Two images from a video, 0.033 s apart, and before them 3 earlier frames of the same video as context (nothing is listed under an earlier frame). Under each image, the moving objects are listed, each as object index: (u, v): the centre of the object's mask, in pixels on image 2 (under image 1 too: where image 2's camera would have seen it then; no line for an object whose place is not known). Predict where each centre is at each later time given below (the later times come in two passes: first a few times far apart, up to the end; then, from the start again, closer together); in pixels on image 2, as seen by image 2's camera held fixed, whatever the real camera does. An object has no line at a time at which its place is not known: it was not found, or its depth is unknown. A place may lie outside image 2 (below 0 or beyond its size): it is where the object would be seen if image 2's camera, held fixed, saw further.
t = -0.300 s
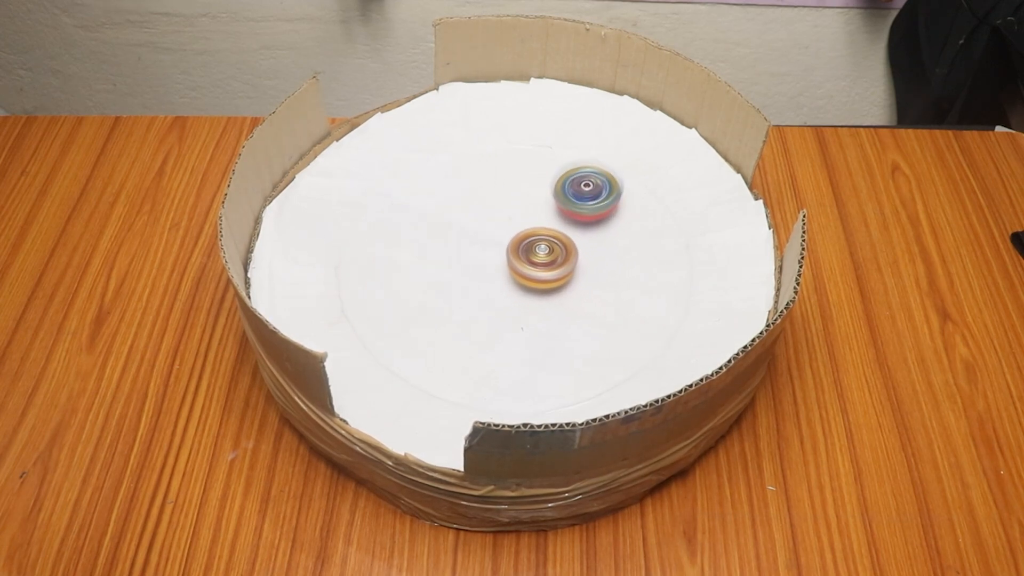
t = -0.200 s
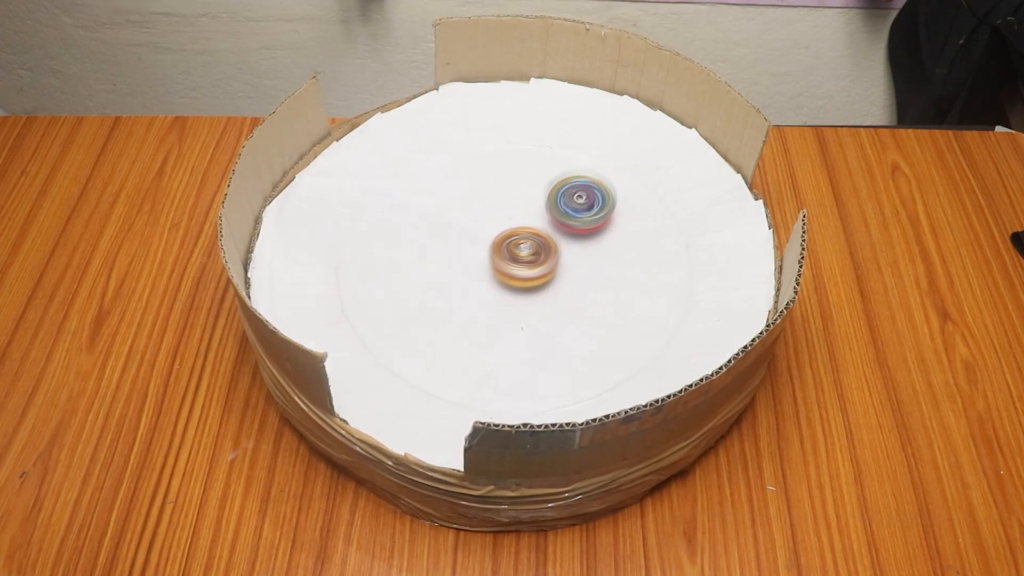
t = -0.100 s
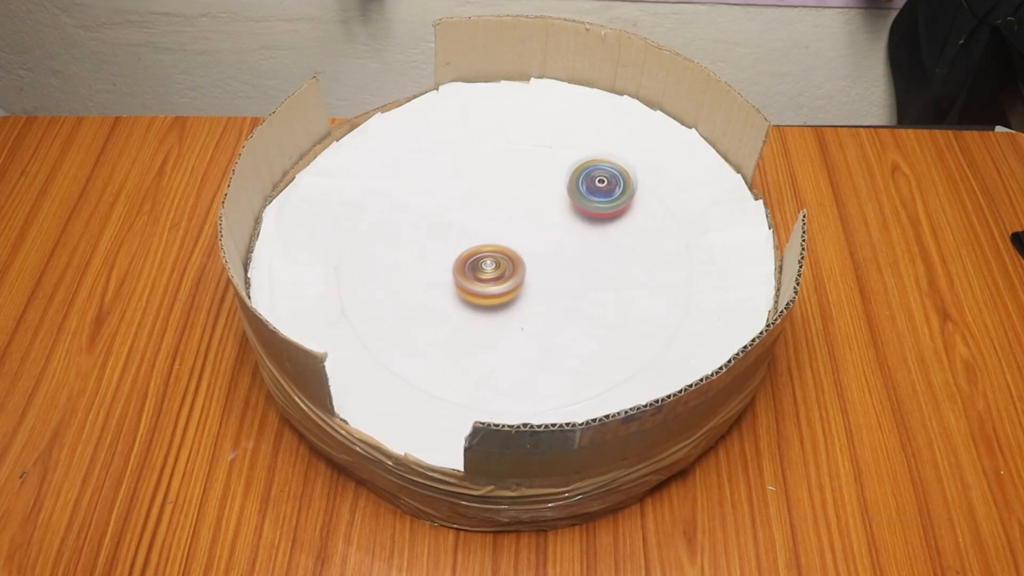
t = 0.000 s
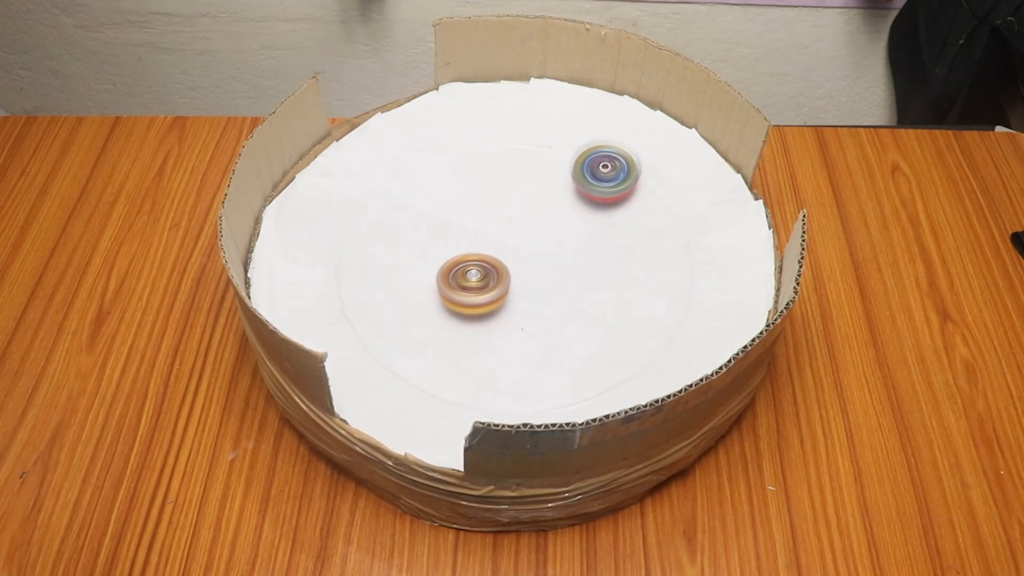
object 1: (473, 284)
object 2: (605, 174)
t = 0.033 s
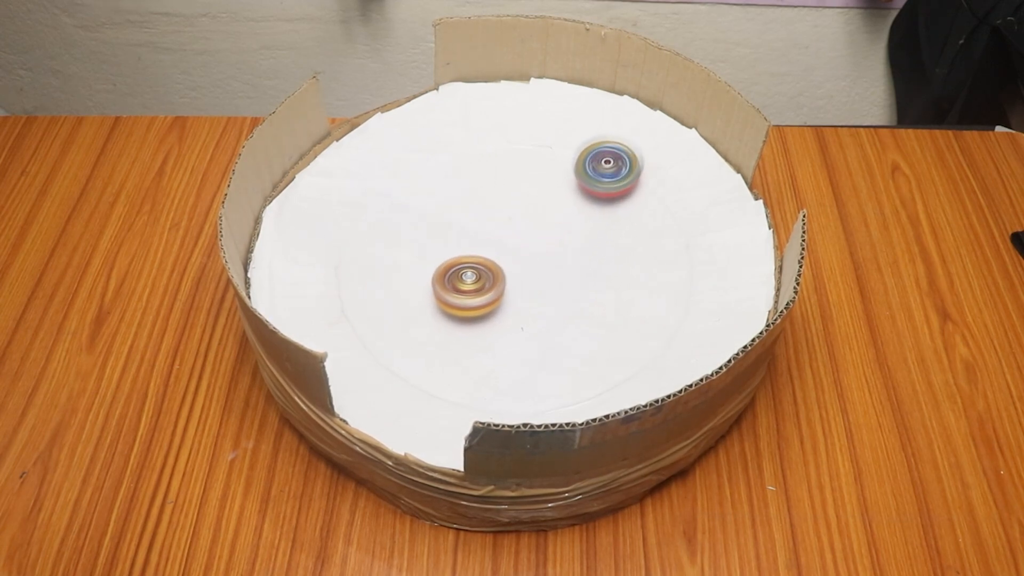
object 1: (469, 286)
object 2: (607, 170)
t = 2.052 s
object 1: (569, 226)
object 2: (550, 308)
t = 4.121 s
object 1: (532, 325)
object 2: (494, 241)
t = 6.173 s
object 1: (559, 237)
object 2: (471, 214)
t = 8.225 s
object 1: (551, 238)
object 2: (488, 197)
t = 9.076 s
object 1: (524, 229)
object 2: (454, 216)
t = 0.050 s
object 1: (466, 286)
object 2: (608, 167)
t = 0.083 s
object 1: (460, 288)
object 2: (610, 162)
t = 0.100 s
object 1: (458, 288)
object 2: (609, 159)
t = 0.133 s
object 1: (453, 288)
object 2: (604, 157)
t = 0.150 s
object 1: (452, 288)
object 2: (602, 155)
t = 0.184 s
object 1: (453, 288)
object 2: (595, 156)
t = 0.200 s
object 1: (453, 287)
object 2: (592, 157)
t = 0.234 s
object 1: (452, 286)
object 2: (586, 161)
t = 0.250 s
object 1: (451, 285)
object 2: (584, 164)
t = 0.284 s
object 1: (447, 283)
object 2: (580, 170)
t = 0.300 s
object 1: (445, 283)
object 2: (579, 173)
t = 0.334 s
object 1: (441, 281)
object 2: (578, 179)
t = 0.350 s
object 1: (439, 280)
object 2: (577, 182)
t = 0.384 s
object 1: (436, 278)
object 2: (573, 189)
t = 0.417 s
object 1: (431, 276)
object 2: (570, 195)
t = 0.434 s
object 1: (428, 274)
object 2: (569, 198)
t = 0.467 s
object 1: (423, 272)
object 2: (567, 203)
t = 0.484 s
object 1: (421, 271)
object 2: (568, 205)
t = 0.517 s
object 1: (418, 270)
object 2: (569, 209)
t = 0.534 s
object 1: (416, 269)
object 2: (569, 212)
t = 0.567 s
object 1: (413, 269)
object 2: (570, 218)
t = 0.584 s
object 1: (412, 269)
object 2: (570, 222)
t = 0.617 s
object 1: (410, 271)
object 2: (569, 230)
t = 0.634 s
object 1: (409, 272)
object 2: (570, 234)
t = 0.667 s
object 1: (407, 273)
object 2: (570, 241)
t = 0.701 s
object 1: (404, 274)
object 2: (572, 247)
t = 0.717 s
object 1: (404, 276)
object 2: (573, 249)
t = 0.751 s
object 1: (402, 278)
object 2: (575, 255)
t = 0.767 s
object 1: (402, 279)
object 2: (576, 257)
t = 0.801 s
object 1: (402, 281)
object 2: (577, 262)
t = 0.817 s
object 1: (402, 282)
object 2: (577, 262)
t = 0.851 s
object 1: (404, 285)
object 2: (577, 261)
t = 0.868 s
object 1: (405, 286)
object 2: (576, 260)
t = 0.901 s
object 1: (410, 289)
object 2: (574, 260)
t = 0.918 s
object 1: (412, 289)
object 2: (572, 261)
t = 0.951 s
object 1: (417, 288)
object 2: (568, 263)
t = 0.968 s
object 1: (420, 287)
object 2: (565, 265)
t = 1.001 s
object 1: (426, 283)
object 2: (559, 270)
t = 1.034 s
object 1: (430, 279)
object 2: (554, 275)
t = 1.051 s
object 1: (432, 277)
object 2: (551, 278)
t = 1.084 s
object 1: (435, 272)
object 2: (548, 284)
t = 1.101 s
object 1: (437, 270)
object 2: (548, 286)
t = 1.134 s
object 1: (443, 267)
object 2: (547, 292)
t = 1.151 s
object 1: (446, 266)
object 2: (546, 295)
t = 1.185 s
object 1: (453, 263)
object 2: (544, 302)
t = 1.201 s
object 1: (455, 261)
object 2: (543, 305)
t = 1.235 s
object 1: (457, 258)
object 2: (540, 309)
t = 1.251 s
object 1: (458, 257)
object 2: (539, 312)
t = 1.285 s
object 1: (460, 254)
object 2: (537, 318)
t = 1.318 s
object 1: (465, 251)
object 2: (534, 324)
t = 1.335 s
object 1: (469, 251)
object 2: (533, 327)
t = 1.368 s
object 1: (476, 249)
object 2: (532, 332)
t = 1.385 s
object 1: (480, 248)
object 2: (530, 334)
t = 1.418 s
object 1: (488, 247)
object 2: (530, 337)
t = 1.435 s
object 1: (491, 246)
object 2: (531, 338)
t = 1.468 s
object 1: (496, 243)
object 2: (534, 337)
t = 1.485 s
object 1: (498, 242)
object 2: (535, 335)
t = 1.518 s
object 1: (502, 240)
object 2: (537, 329)
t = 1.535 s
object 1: (503, 239)
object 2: (538, 326)
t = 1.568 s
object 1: (507, 239)
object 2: (537, 321)
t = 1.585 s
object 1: (508, 239)
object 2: (536, 320)
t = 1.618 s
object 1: (512, 239)
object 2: (534, 321)
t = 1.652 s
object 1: (518, 239)
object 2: (532, 323)
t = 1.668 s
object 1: (522, 239)
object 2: (529, 325)
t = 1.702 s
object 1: (531, 239)
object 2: (527, 326)
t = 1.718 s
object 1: (535, 238)
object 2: (526, 327)
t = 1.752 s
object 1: (543, 236)
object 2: (525, 327)
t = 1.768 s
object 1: (547, 235)
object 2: (524, 327)
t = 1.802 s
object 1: (552, 232)
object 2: (525, 326)
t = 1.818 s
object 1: (553, 231)
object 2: (526, 325)
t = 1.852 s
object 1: (555, 232)
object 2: (529, 325)
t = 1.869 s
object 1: (556, 232)
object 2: (530, 325)
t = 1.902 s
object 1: (557, 231)
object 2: (532, 327)
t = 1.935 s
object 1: (558, 229)
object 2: (536, 327)
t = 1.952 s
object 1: (559, 228)
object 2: (538, 326)
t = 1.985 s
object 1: (561, 227)
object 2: (543, 322)
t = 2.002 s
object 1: (563, 227)
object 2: (545, 318)
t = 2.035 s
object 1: (567, 226)
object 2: (549, 311)
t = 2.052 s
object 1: (569, 226)
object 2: (550, 308)
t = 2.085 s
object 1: (575, 227)
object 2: (554, 301)
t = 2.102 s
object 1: (578, 228)
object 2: (555, 299)
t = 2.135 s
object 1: (583, 227)
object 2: (558, 292)
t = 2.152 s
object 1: (585, 225)
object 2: (561, 288)
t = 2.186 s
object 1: (589, 222)
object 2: (565, 283)
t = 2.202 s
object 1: (591, 220)
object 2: (566, 281)
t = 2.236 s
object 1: (595, 215)
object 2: (570, 274)
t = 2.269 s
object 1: (599, 210)
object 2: (572, 267)
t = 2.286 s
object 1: (601, 207)
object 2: (573, 263)
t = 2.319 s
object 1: (601, 201)
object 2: (574, 256)
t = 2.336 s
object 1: (600, 199)
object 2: (574, 253)
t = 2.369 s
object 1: (599, 193)
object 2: (577, 247)
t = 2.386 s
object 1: (599, 191)
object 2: (577, 244)
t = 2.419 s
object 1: (601, 183)
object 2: (569, 248)
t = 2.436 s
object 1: (603, 177)
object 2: (564, 250)
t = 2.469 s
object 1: (606, 170)
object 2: (555, 254)
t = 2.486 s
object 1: (607, 167)
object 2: (551, 256)
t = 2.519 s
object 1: (607, 162)
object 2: (545, 259)
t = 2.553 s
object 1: (606, 160)
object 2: (539, 264)
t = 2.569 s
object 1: (605, 159)
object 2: (536, 266)
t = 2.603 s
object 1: (602, 158)
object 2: (531, 270)
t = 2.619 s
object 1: (600, 158)
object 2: (528, 273)
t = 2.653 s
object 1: (598, 160)
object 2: (525, 277)
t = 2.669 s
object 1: (597, 161)
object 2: (523, 278)
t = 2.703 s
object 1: (597, 164)
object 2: (516, 280)
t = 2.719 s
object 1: (596, 165)
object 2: (513, 281)
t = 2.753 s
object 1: (596, 168)
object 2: (506, 283)
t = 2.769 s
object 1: (596, 169)
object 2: (503, 284)
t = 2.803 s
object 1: (597, 172)
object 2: (498, 288)
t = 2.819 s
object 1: (599, 173)
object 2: (495, 291)
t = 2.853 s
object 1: (600, 177)
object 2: (490, 294)
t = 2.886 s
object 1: (600, 180)
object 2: (483, 296)
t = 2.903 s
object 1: (599, 181)
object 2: (478, 297)
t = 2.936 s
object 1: (597, 184)
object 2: (475, 298)
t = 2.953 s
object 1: (597, 186)
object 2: (475, 297)
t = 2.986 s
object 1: (593, 190)
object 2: (474, 297)
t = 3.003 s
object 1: (592, 192)
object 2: (474, 296)
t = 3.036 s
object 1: (590, 197)
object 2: (472, 293)
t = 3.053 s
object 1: (590, 201)
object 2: (469, 292)
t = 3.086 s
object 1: (589, 206)
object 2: (464, 292)
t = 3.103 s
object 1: (590, 208)
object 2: (461, 291)
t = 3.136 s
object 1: (591, 212)
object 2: (456, 289)
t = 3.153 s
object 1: (592, 213)
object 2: (453, 291)
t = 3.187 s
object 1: (594, 213)
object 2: (449, 289)
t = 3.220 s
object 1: (596, 212)
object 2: (446, 286)
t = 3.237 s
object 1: (597, 211)
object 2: (443, 284)
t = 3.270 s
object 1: (596, 207)
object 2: (438, 280)
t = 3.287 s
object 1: (595, 205)
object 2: (437, 279)
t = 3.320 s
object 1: (591, 203)
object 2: (432, 275)
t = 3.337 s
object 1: (588, 203)
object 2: (429, 273)
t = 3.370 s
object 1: (584, 205)
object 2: (426, 270)
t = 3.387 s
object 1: (582, 207)
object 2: (425, 269)
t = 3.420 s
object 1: (579, 214)
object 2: (426, 266)
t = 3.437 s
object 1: (578, 216)
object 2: (426, 264)
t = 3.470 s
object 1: (574, 223)
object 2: (425, 261)
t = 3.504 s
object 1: (569, 230)
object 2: (424, 258)
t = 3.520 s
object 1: (567, 233)
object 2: (422, 258)
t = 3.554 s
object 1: (563, 240)
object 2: (420, 258)
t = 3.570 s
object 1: (561, 243)
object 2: (420, 259)
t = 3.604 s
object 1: (560, 247)
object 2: (421, 257)
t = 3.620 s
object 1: (560, 250)
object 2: (421, 257)
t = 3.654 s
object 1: (558, 255)
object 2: (424, 258)
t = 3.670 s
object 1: (557, 258)
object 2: (425, 258)
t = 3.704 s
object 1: (554, 263)
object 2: (427, 258)
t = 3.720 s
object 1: (552, 265)
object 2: (429, 258)
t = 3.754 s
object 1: (546, 269)
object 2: (432, 257)
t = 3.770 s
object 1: (544, 271)
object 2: (435, 256)
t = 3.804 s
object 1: (542, 275)
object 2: (438, 254)
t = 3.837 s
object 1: (541, 280)
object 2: (443, 253)
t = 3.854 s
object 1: (542, 282)
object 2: (444, 251)
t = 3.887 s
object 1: (542, 288)
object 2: (448, 248)
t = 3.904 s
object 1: (542, 291)
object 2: (451, 247)
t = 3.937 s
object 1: (541, 295)
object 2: (458, 246)
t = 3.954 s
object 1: (541, 297)
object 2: (462, 245)
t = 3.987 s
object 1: (540, 303)
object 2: (469, 245)
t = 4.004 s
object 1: (539, 306)
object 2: (474, 245)
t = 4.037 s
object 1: (537, 311)
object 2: (481, 244)
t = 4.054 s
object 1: (536, 314)
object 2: (484, 244)
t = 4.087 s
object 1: (534, 319)
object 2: (489, 243)
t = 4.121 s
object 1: (532, 325)
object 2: (494, 241)
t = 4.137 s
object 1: (531, 327)
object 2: (497, 241)
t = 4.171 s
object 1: (529, 332)
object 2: (503, 240)
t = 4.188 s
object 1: (529, 334)
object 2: (505, 241)
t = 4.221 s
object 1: (528, 337)
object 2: (512, 240)
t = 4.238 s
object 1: (529, 338)
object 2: (515, 241)
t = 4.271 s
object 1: (530, 339)
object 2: (524, 242)
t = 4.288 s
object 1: (531, 339)
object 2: (528, 242)
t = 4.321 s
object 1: (531, 338)
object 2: (536, 242)
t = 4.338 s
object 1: (531, 338)
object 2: (539, 242)
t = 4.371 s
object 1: (533, 336)
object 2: (547, 241)
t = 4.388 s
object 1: (534, 335)
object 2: (550, 241)
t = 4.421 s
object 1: (535, 331)
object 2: (558, 240)
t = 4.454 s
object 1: (534, 328)
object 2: (565, 240)
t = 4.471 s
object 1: (534, 327)
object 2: (568, 241)
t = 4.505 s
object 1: (535, 326)
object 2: (574, 240)
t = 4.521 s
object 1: (534, 327)
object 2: (576, 238)
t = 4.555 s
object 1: (533, 328)
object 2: (581, 236)
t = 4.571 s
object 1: (532, 329)
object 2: (582, 235)
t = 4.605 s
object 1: (529, 330)
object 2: (585, 231)
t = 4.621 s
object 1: (528, 331)
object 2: (587, 229)
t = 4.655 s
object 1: (524, 333)
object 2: (590, 225)
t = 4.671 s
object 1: (523, 334)
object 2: (591, 222)
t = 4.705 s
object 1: (521, 335)
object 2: (593, 218)
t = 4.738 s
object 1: (521, 335)
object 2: (595, 214)
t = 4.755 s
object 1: (522, 335)
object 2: (595, 212)
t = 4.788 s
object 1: (522, 334)
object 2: (594, 208)
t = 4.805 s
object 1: (521, 334)
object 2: (593, 206)
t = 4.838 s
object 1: (520, 334)
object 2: (590, 205)
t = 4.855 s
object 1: (520, 334)
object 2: (588, 203)
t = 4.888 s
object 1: (520, 332)
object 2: (584, 207)
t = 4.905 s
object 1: (520, 331)
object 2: (582, 208)
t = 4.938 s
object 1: (520, 328)
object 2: (577, 211)
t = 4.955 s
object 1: (520, 327)
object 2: (574, 213)
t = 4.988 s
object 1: (522, 326)
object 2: (570, 216)
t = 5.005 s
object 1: (522, 326)
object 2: (567, 217)
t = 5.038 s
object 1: (524, 326)
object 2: (562, 219)
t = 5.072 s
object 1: (526, 326)
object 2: (558, 222)
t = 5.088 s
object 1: (528, 325)
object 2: (555, 223)
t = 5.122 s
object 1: (532, 325)
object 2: (550, 226)
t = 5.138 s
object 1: (535, 325)
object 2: (549, 228)
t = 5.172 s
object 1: (539, 326)
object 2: (543, 229)
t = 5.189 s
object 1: (542, 325)
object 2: (540, 230)
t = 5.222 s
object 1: (547, 321)
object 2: (535, 233)
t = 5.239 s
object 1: (550, 318)
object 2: (533, 234)
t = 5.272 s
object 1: (555, 311)
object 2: (531, 236)
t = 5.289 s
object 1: (557, 307)
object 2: (529, 238)
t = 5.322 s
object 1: (562, 301)
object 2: (528, 240)
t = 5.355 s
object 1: (565, 294)
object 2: (524, 243)
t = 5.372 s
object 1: (567, 291)
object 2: (521, 243)
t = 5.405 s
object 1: (576, 289)
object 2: (516, 242)
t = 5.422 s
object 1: (579, 287)
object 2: (513, 242)
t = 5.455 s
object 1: (583, 282)
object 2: (507, 240)
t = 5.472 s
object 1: (584, 280)
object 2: (504, 239)
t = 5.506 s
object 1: (587, 275)
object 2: (498, 239)
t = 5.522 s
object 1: (588, 272)
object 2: (496, 238)
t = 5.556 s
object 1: (589, 266)
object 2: (492, 236)
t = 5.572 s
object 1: (589, 263)
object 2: (489, 236)
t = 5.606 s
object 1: (591, 257)
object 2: (484, 234)
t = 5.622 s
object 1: (591, 254)
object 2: (482, 233)
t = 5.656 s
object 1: (591, 248)
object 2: (476, 233)
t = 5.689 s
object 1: (589, 241)
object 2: (472, 230)
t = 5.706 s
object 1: (588, 238)
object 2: (470, 229)
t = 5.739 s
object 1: (586, 232)
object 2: (467, 227)
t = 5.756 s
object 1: (585, 230)
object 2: (465, 224)
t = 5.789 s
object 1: (584, 225)
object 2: (461, 223)
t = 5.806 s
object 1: (583, 223)
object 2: (460, 222)
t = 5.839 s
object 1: (581, 220)
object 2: (458, 219)
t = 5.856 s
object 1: (581, 219)
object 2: (457, 217)
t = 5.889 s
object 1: (579, 219)
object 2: (456, 216)
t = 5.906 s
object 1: (578, 219)
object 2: (456, 214)
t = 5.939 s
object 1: (575, 222)
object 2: (455, 213)
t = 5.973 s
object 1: (572, 224)
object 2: (456, 213)
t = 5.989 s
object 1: (571, 226)
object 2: (455, 214)
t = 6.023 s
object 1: (569, 229)
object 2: (456, 214)
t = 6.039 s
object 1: (568, 231)
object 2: (457, 214)
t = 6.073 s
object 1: (566, 233)
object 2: (458, 214)
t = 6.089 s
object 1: (564, 234)
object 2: (460, 214)
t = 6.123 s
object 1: (562, 235)
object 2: (463, 215)
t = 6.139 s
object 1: (560, 235)
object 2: (466, 214)
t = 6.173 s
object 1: (559, 237)
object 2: (471, 214)
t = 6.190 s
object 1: (558, 238)
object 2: (475, 214)
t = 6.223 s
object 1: (559, 240)
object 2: (481, 214)
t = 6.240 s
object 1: (559, 241)
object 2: (483, 213)
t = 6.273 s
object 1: (561, 245)
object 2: (483, 212)
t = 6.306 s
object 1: (565, 247)
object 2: (480, 211)
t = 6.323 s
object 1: (568, 248)
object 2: (479, 210)
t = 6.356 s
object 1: (572, 248)
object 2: (479, 207)
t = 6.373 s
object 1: (574, 248)
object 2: (479, 207)
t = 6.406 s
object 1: (576, 246)
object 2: (479, 206)
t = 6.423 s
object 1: (576, 245)
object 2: (478, 206)
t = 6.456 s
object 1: (576, 243)
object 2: (477, 206)
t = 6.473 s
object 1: (577, 242)
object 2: (476, 207)
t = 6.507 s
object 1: (576, 239)
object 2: (474, 209)
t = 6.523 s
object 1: (576, 237)
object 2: (475, 210)
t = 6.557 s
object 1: (573, 236)
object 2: (475, 212)
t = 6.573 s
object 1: (572, 235)
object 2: (475, 213)
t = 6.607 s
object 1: (567, 236)
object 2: (479, 218)
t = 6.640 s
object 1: (562, 236)
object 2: (483, 220)
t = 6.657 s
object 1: (560, 237)
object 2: (485, 221)
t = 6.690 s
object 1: (559, 239)
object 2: (488, 222)
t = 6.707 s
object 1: (561, 241)
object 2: (489, 222)
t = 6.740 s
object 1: (563, 243)
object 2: (492, 224)
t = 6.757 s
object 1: (565, 244)
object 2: (493, 224)
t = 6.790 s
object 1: (570, 246)
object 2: (492, 226)
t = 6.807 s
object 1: (572, 246)
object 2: (491, 227)
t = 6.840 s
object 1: (575, 245)
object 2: (487, 228)
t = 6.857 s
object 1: (576, 245)
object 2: (486, 229)
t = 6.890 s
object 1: (578, 243)
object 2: (485, 230)
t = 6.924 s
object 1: (579, 240)
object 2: (484, 232)
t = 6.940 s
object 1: (579, 238)
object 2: (483, 234)
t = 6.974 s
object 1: (578, 235)
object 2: (480, 235)
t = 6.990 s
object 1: (577, 234)
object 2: (478, 236)
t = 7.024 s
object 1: (573, 233)
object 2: (475, 237)
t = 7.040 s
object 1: (572, 232)
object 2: (475, 237)
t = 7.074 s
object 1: (569, 234)
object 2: (475, 238)
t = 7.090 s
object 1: (567, 234)
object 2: (476, 239)
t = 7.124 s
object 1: (563, 236)
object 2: (475, 239)
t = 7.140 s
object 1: (560, 237)
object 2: (475, 239)
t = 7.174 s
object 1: (558, 240)
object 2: (476, 240)
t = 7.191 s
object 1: (557, 242)
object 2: (476, 240)
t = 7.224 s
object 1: (559, 244)
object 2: (476, 241)
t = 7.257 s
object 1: (562, 249)
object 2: (475, 242)
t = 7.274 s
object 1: (563, 250)
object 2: (476, 243)
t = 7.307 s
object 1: (564, 251)
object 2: (479, 244)
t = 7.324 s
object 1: (565, 252)
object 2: (481, 245)
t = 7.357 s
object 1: (565, 253)
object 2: (487, 247)
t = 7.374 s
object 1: (566, 253)
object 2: (489, 248)
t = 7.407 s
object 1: (571, 256)
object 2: (487, 247)
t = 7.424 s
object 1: (577, 257)
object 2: (483, 245)
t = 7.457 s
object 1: (584, 257)
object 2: (479, 243)
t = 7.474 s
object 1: (586, 255)
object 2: (477, 242)
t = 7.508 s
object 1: (589, 252)
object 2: (473, 240)
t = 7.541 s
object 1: (589, 247)
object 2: (470, 238)
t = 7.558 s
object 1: (588, 244)
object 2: (468, 237)
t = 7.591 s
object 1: (587, 239)
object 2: (465, 234)
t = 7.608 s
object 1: (586, 237)
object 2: (464, 233)
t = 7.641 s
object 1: (584, 233)
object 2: (461, 230)
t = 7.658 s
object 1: (584, 231)
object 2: (461, 228)
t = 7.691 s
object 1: (581, 228)
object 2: (460, 225)
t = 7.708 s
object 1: (580, 227)
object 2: (459, 223)
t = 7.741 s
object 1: (578, 227)
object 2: (458, 220)
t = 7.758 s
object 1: (577, 226)
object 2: (458, 219)
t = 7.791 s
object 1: (575, 226)
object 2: (457, 214)
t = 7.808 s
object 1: (573, 226)
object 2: (458, 213)
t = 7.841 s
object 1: (569, 229)
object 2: (460, 210)
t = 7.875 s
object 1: (564, 233)
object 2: (462, 207)
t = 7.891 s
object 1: (562, 234)
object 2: (464, 206)
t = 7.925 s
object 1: (558, 236)
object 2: (467, 204)
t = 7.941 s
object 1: (556, 237)
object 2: (468, 204)
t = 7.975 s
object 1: (552, 238)
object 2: (469, 202)
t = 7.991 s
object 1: (551, 239)
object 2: (469, 201)
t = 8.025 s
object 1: (549, 240)
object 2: (470, 199)
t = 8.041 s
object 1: (549, 241)
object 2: (472, 197)
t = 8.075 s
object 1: (549, 242)
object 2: (475, 197)
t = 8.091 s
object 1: (550, 242)
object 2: (477, 197)
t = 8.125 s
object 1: (551, 242)
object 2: (481, 194)
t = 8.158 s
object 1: (552, 241)
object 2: (484, 194)
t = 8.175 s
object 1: (553, 240)
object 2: (487, 194)
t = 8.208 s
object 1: (552, 239)
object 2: (489, 194)
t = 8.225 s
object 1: (551, 238)
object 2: (488, 197)
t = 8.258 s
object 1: (549, 238)
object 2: (493, 197)
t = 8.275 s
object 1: (548, 237)
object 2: (493, 198)
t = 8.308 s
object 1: (550, 238)
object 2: (493, 198)
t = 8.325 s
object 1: (550, 238)
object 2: (492, 197)
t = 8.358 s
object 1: (549, 237)
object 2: (490, 197)
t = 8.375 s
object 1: (547, 236)
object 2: (491, 198)
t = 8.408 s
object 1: (547, 237)
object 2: (486, 196)
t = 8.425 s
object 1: (547, 237)
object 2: (484, 196)
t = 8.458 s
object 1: (545, 237)
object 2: (480, 193)
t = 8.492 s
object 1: (543, 237)
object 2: (477, 191)
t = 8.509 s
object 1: (542, 237)
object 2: (475, 190)
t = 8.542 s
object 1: (541, 238)
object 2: (472, 189)
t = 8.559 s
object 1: (541, 239)
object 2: (470, 188)
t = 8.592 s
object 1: (542, 240)
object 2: (469, 187)
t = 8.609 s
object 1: (543, 240)
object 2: (468, 187)
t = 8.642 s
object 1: (544, 240)
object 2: (465, 187)
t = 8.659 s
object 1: (544, 240)
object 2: (463, 188)
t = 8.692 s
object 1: (544, 240)
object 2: (460, 188)
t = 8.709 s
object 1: (545, 240)
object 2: (459, 189)
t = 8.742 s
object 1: (545, 239)
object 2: (459, 189)
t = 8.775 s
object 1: (546, 237)
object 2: (457, 191)
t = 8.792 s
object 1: (545, 236)
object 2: (455, 192)
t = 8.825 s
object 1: (542, 235)
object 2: (454, 196)
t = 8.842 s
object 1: (541, 235)
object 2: (452, 198)
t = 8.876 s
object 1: (539, 232)
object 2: (450, 200)
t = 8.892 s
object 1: (538, 232)
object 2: (450, 202)
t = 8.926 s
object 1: (534, 231)
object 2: (452, 203)
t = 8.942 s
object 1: (532, 230)
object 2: (452, 204)
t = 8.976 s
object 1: (528, 230)
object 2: (455, 208)
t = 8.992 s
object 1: (527, 230)
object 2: (455, 210)
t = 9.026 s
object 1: (525, 229)
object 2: (455, 214)
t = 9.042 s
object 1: (525, 229)
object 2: (454, 215)
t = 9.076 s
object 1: (524, 229)
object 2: (454, 216)
